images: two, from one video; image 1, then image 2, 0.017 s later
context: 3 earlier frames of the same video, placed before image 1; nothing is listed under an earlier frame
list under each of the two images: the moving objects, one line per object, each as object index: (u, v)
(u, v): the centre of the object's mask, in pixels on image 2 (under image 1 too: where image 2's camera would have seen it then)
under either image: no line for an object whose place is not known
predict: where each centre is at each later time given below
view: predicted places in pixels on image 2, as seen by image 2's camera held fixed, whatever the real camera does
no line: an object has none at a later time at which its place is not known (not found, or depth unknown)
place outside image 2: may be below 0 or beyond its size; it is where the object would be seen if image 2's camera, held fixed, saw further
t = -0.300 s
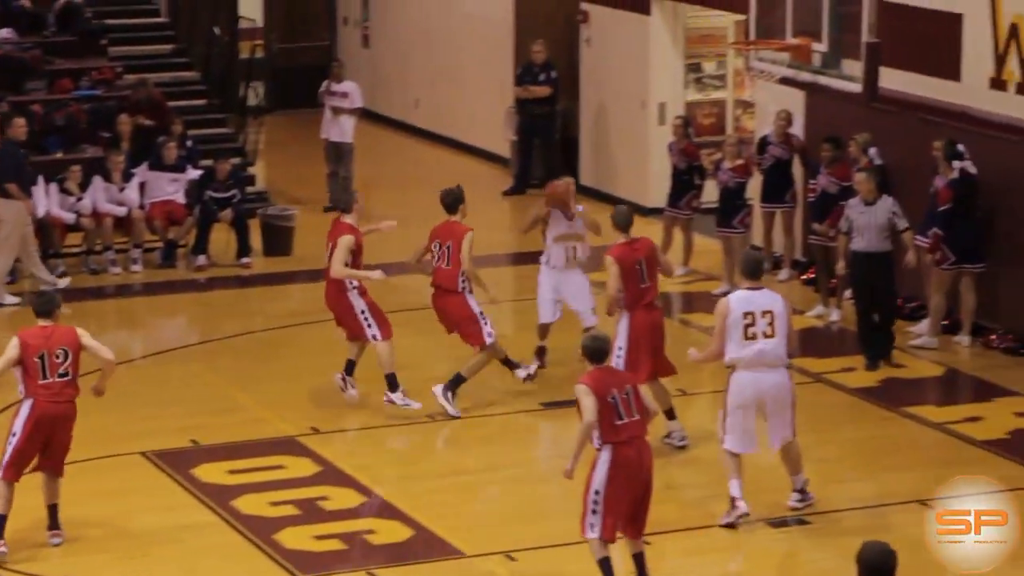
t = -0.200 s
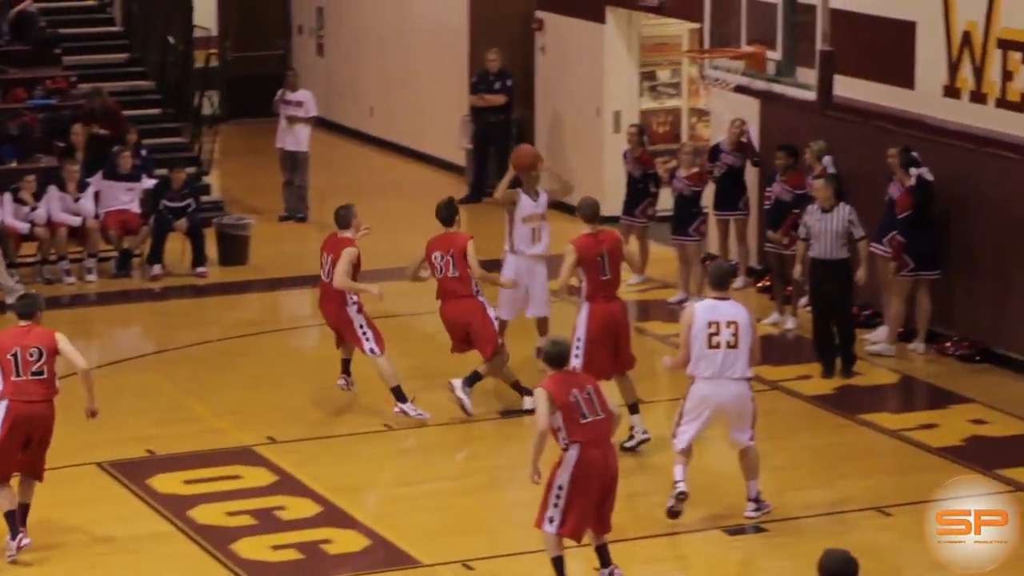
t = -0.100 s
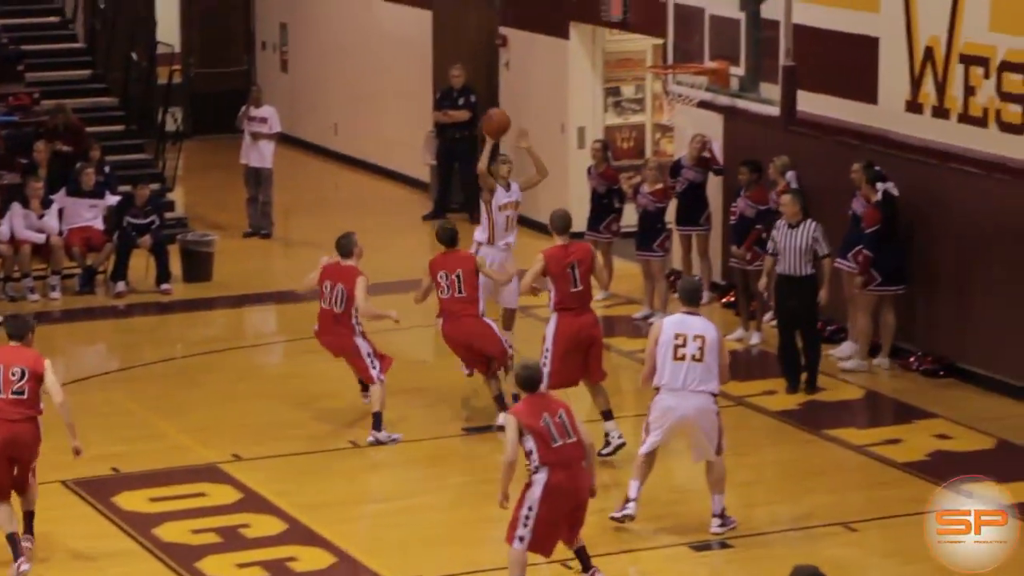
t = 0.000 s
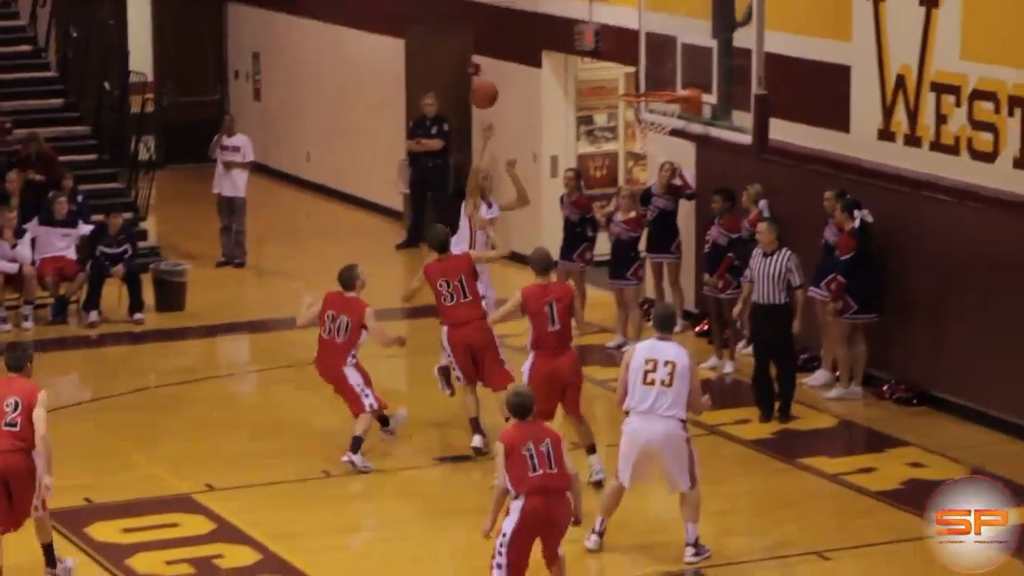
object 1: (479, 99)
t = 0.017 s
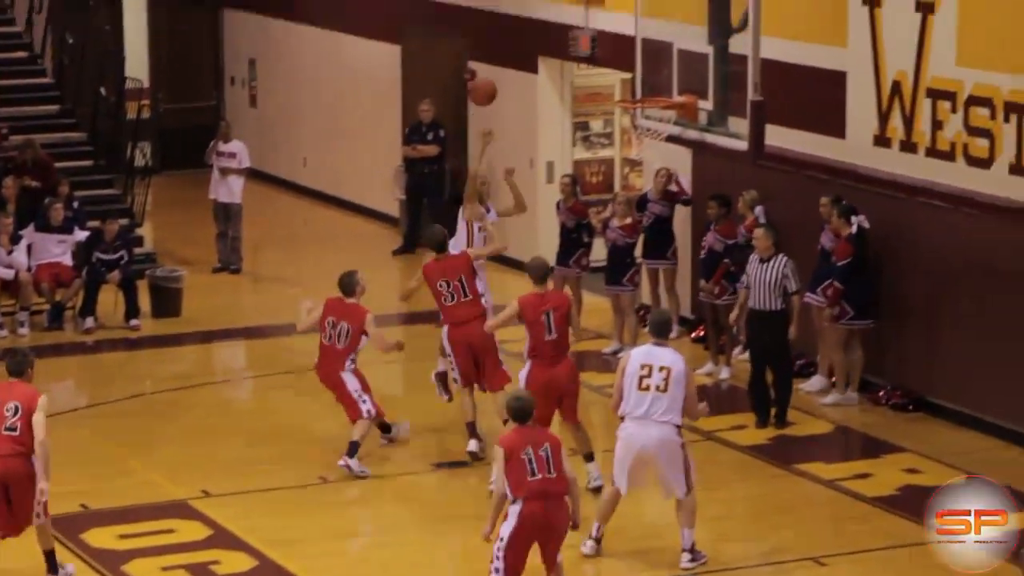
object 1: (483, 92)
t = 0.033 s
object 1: (485, 84)
